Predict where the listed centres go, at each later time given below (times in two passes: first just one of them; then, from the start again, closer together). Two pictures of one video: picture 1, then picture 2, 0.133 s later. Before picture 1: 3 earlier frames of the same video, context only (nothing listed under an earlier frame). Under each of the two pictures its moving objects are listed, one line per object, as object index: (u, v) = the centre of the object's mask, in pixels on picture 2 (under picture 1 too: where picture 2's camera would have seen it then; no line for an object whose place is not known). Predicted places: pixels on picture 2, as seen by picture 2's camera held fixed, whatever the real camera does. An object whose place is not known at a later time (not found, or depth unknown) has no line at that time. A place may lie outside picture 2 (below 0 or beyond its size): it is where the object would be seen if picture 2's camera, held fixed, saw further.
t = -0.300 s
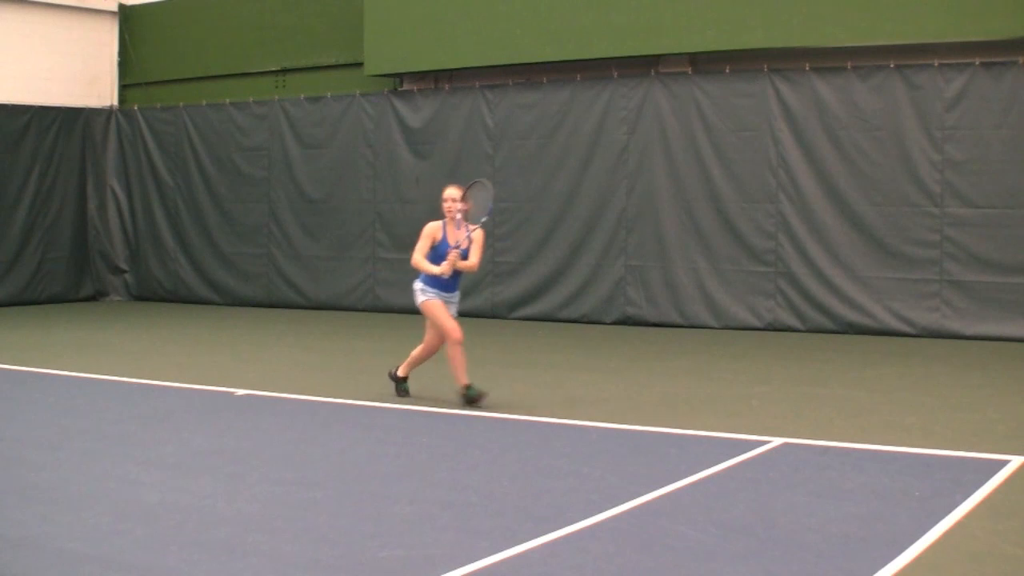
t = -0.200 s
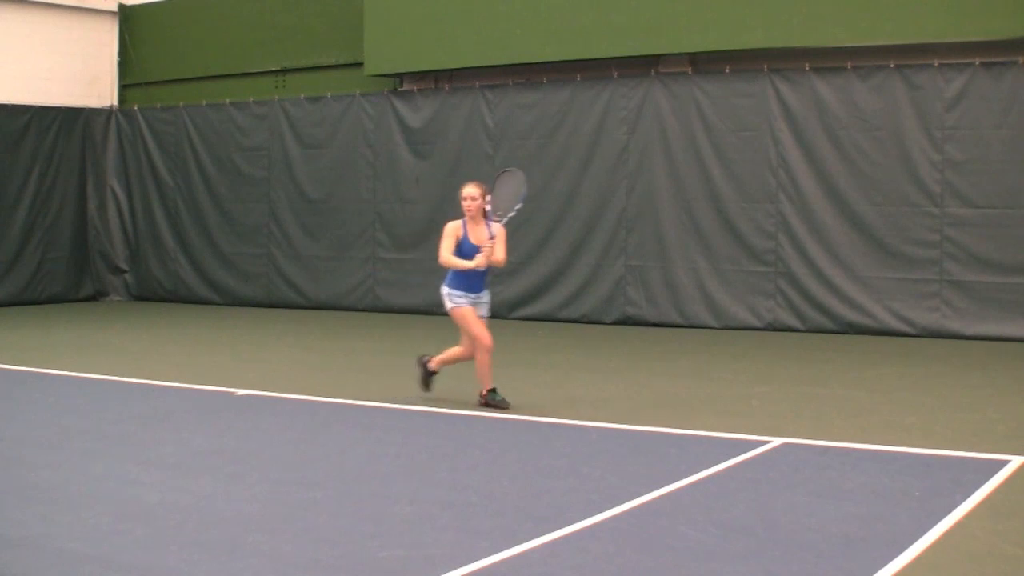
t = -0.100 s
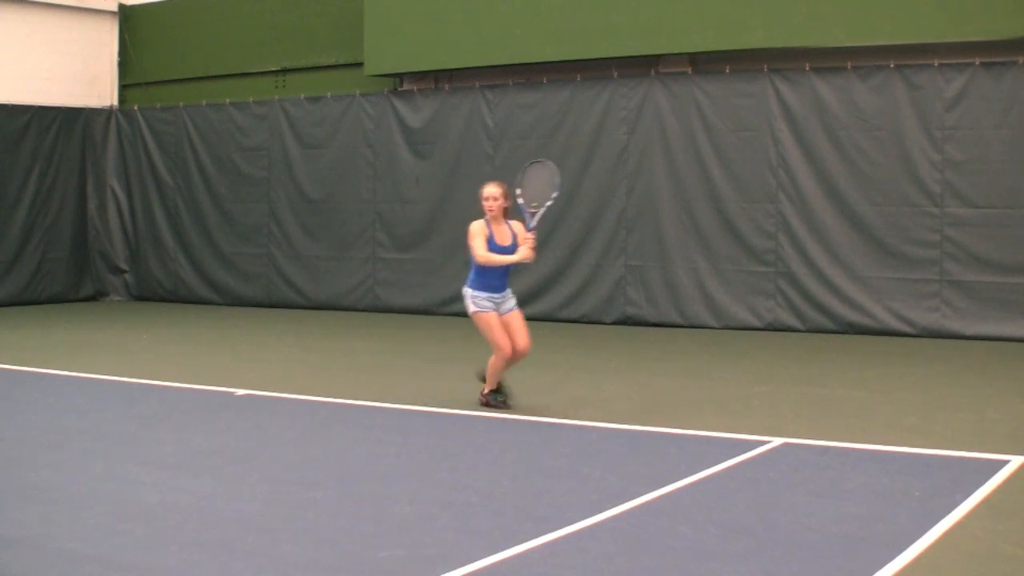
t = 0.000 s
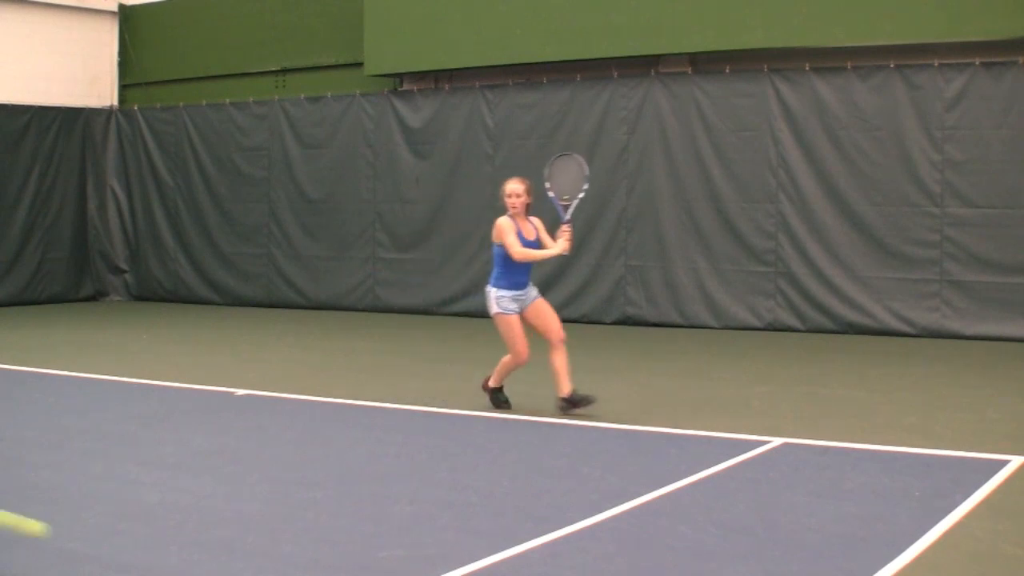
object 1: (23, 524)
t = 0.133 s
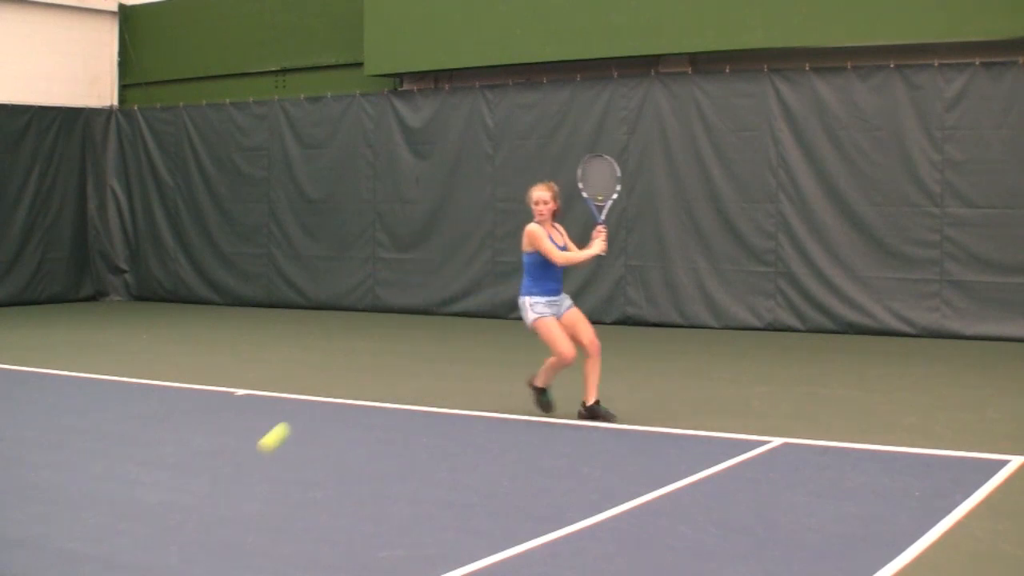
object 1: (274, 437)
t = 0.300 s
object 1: (464, 301)
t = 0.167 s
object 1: (316, 401)
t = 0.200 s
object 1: (356, 370)
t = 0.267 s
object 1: (430, 320)
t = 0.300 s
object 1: (464, 301)
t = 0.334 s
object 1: (497, 284)
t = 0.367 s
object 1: (527, 272)
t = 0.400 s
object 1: (556, 262)
